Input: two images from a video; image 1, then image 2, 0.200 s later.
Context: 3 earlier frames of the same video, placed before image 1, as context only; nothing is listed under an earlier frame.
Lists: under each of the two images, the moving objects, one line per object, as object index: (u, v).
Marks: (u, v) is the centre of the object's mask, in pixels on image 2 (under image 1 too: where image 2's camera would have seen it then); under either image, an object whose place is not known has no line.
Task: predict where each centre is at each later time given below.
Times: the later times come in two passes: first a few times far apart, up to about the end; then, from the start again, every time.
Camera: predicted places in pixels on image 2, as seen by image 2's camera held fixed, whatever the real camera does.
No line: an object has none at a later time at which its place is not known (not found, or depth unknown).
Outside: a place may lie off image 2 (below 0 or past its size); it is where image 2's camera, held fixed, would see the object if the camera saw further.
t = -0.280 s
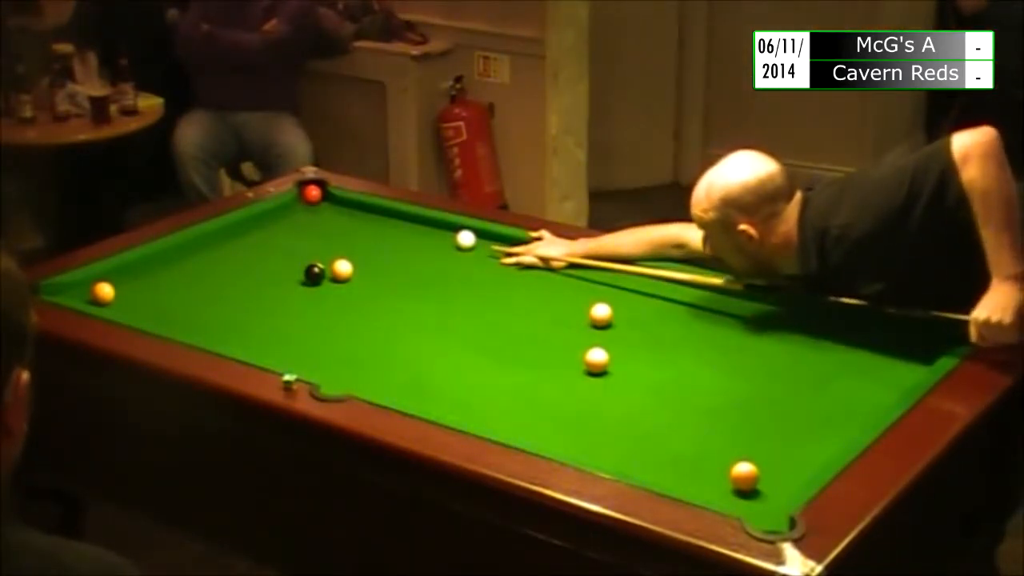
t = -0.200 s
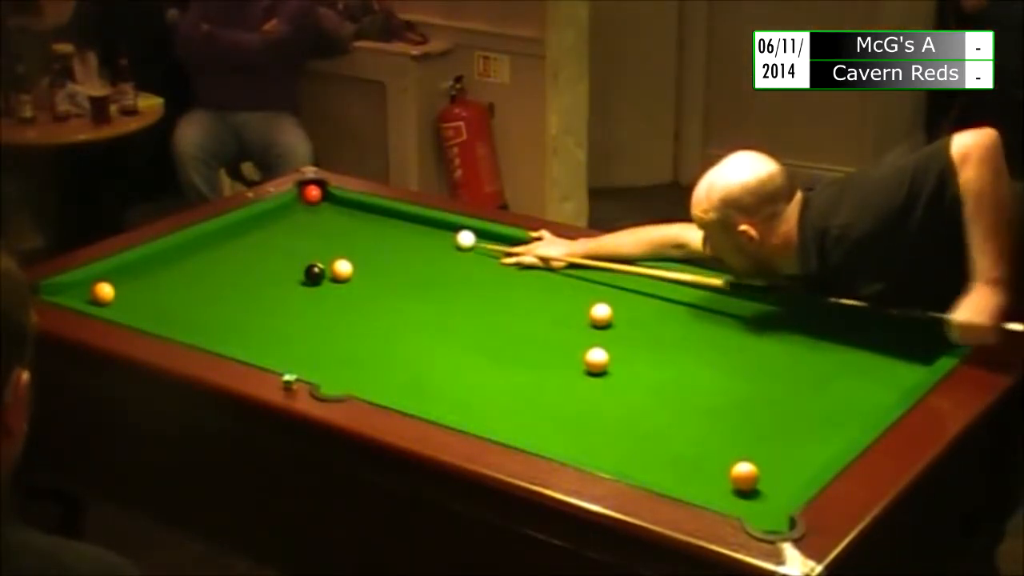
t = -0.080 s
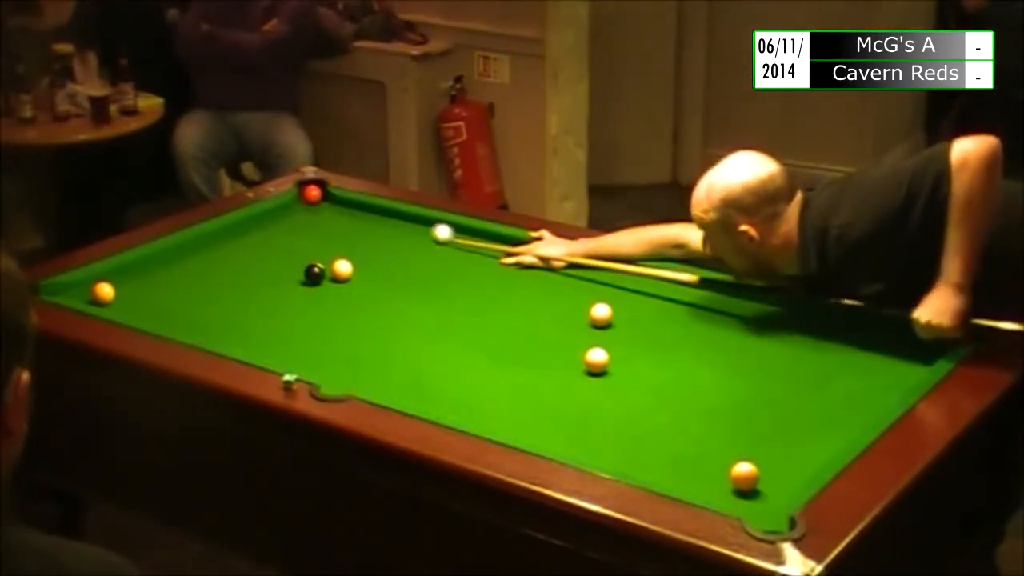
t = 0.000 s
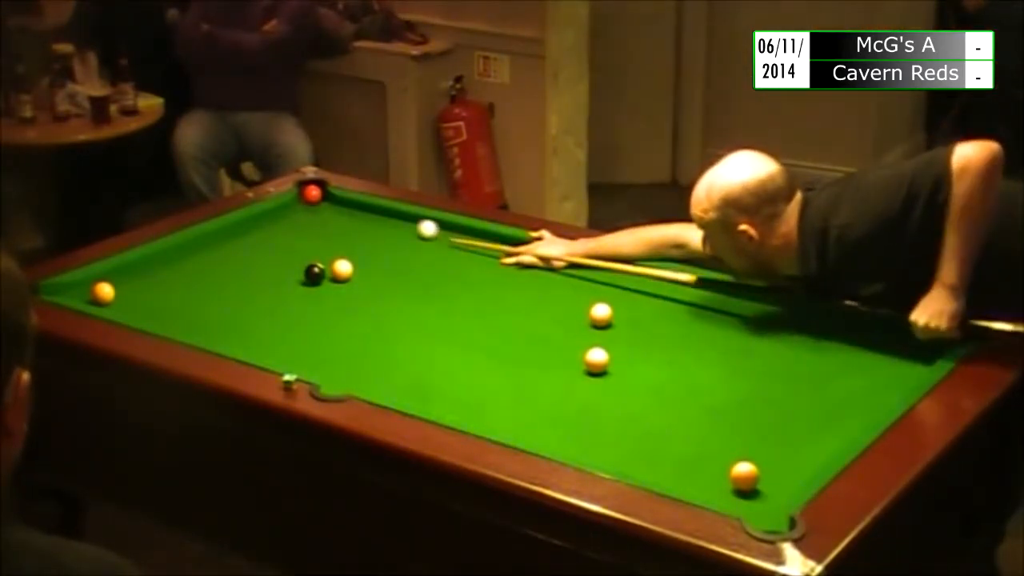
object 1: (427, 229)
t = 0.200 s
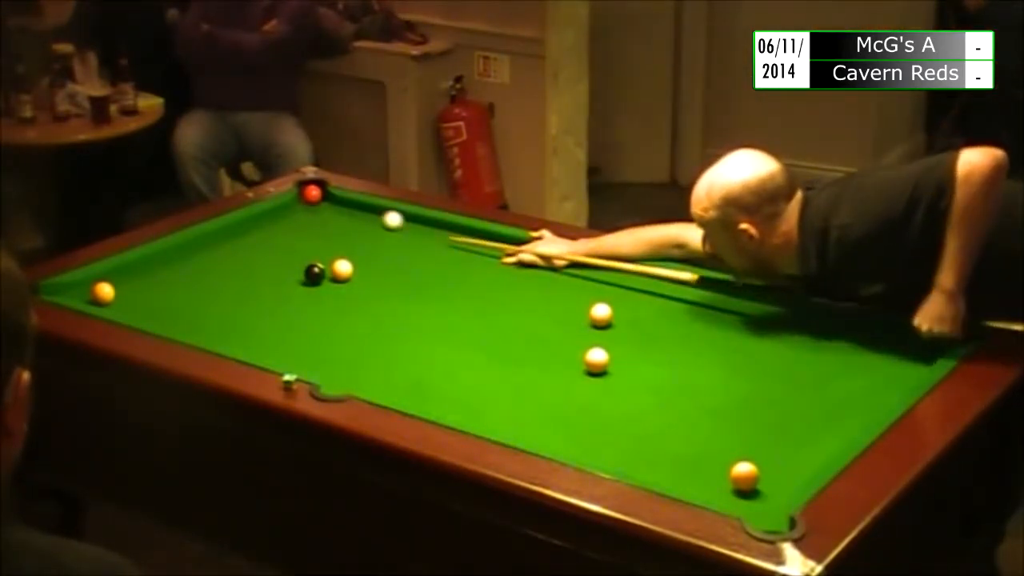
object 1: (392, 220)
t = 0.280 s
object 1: (379, 217)
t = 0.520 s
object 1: (342, 207)
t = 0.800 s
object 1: (305, 201)
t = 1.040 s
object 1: (303, 204)
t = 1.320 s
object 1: (309, 209)
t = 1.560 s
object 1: (313, 212)
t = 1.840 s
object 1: (316, 215)
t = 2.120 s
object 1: (317, 216)
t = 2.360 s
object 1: (317, 216)
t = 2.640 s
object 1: (317, 216)
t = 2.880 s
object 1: (317, 217)
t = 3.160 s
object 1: (317, 217)
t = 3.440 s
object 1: (317, 216)
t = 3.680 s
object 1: (317, 216)
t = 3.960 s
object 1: (317, 216)
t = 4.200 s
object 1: (317, 216)
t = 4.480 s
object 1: (317, 217)
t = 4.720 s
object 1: (317, 217)
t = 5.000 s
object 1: (317, 217)
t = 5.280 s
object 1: (317, 217)
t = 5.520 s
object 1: (317, 216)
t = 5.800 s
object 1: (317, 217)
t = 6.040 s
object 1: (317, 217)
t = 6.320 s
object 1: (317, 217)
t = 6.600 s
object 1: (317, 216)
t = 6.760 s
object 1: (317, 216)
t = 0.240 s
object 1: (386, 218)
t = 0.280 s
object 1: (379, 217)
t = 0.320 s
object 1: (373, 215)
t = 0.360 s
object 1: (366, 213)
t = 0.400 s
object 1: (360, 212)
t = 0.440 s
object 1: (354, 210)
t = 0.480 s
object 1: (348, 208)
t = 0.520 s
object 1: (342, 207)
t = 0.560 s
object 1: (336, 205)
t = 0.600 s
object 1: (330, 204)
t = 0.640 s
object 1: (325, 202)
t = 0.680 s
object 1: (319, 201)
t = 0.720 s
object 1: (314, 201)
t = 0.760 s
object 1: (309, 201)
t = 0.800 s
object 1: (305, 201)
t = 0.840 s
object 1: (300, 201)
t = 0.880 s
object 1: (298, 201)
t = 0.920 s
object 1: (299, 202)
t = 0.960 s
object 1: (300, 203)
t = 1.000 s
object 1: (302, 204)
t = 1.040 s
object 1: (303, 204)
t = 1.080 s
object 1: (304, 205)
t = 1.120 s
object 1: (305, 206)
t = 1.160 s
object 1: (306, 207)
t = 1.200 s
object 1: (307, 207)
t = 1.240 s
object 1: (308, 208)
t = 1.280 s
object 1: (308, 209)
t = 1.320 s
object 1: (309, 209)
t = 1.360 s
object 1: (310, 210)
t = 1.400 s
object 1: (311, 210)
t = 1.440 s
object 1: (312, 211)
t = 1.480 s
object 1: (312, 211)
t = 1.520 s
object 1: (313, 212)
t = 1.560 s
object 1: (313, 212)
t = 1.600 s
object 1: (314, 213)
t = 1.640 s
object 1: (314, 213)
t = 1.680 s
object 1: (315, 213)
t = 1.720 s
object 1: (315, 214)
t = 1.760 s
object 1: (316, 214)
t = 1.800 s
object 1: (316, 214)
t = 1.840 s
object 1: (316, 215)
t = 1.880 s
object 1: (317, 215)
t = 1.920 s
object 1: (317, 215)
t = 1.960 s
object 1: (317, 215)
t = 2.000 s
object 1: (317, 216)
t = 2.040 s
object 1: (317, 216)
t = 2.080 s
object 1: (317, 216)
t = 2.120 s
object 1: (317, 216)
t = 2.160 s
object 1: (317, 216)
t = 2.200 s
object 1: (317, 216)
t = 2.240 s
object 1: (317, 216)
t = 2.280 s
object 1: (317, 216)
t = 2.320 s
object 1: (317, 216)
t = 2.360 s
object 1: (317, 216)
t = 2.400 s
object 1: (317, 216)
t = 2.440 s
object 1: (317, 216)
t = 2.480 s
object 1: (317, 216)
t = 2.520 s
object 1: (317, 216)
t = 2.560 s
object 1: (317, 216)
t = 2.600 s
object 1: (317, 216)
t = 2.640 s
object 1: (317, 216)
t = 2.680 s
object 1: (317, 216)
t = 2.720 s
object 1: (317, 216)
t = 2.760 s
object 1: (317, 216)
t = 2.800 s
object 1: (317, 216)
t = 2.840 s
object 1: (317, 216)
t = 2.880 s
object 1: (317, 217)
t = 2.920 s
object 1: (317, 217)
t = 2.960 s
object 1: (317, 217)
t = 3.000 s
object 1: (317, 217)
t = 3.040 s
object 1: (317, 217)
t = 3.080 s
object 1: (317, 217)
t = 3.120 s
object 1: (317, 217)
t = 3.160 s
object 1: (317, 217)
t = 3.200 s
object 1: (317, 216)
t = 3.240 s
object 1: (317, 216)
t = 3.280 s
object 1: (317, 216)
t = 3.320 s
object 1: (317, 216)
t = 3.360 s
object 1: (317, 216)
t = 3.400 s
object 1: (317, 216)
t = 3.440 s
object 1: (317, 216)
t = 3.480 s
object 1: (317, 216)
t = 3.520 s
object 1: (317, 216)
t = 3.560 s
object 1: (317, 216)
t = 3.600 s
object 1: (317, 216)
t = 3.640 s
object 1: (317, 216)
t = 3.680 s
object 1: (317, 216)
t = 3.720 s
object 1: (317, 216)
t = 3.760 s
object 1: (317, 216)
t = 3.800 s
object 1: (317, 216)
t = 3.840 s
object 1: (317, 216)
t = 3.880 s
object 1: (317, 216)
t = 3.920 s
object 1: (317, 216)
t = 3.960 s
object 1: (317, 216)
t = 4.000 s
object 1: (317, 216)
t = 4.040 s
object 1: (317, 217)
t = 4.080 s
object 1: (317, 217)
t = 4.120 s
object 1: (317, 216)
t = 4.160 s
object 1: (317, 216)
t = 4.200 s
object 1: (317, 216)
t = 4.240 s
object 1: (317, 216)
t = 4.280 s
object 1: (317, 216)
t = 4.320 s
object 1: (317, 216)
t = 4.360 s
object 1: (317, 216)
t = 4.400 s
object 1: (317, 216)
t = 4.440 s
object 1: (317, 216)
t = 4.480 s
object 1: (317, 217)
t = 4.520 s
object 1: (317, 217)
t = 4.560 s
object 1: (317, 217)
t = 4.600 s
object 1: (317, 216)
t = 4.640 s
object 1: (317, 217)
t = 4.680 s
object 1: (317, 217)
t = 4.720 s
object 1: (317, 217)
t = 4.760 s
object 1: (317, 216)
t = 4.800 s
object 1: (317, 217)
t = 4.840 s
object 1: (317, 217)
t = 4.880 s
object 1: (317, 217)
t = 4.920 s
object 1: (317, 217)
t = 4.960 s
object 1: (317, 217)
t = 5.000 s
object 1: (317, 217)
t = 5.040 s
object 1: (317, 217)
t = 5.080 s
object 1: (317, 217)
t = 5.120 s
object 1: (317, 217)
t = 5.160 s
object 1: (317, 217)
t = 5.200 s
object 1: (317, 217)
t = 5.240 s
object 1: (317, 216)
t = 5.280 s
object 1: (317, 217)
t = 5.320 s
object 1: (317, 217)
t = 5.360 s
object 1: (317, 216)
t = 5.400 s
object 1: (317, 217)
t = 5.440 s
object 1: (317, 217)
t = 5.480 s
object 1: (317, 216)
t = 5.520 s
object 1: (317, 216)
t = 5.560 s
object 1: (317, 216)
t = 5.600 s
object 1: (317, 216)
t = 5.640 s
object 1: (317, 217)
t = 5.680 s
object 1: (317, 216)
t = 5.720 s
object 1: (317, 216)
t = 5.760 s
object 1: (317, 216)
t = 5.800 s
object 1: (317, 217)
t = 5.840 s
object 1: (317, 217)
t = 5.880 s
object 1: (317, 217)
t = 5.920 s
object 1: (317, 217)
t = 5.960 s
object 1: (317, 217)
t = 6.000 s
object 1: (317, 216)
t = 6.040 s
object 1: (317, 217)
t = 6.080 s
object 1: (317, 217)
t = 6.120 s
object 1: (317, 217)
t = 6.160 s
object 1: (317, 216)
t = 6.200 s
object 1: (317, 217)
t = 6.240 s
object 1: (317, 216)
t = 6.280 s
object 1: (317, 217)
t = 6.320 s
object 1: (317, 217)
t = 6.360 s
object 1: (317, 216)
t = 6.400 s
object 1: (317, 217)
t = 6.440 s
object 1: (317, 216)
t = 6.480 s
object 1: (317, 216)
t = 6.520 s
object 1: (317, 216)
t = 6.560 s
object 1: (317, 216)
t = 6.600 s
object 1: (317, 216)
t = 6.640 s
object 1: (317, 216)
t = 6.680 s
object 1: (317, 216)
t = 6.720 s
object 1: (317, 216)
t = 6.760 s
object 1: (317, 216)
